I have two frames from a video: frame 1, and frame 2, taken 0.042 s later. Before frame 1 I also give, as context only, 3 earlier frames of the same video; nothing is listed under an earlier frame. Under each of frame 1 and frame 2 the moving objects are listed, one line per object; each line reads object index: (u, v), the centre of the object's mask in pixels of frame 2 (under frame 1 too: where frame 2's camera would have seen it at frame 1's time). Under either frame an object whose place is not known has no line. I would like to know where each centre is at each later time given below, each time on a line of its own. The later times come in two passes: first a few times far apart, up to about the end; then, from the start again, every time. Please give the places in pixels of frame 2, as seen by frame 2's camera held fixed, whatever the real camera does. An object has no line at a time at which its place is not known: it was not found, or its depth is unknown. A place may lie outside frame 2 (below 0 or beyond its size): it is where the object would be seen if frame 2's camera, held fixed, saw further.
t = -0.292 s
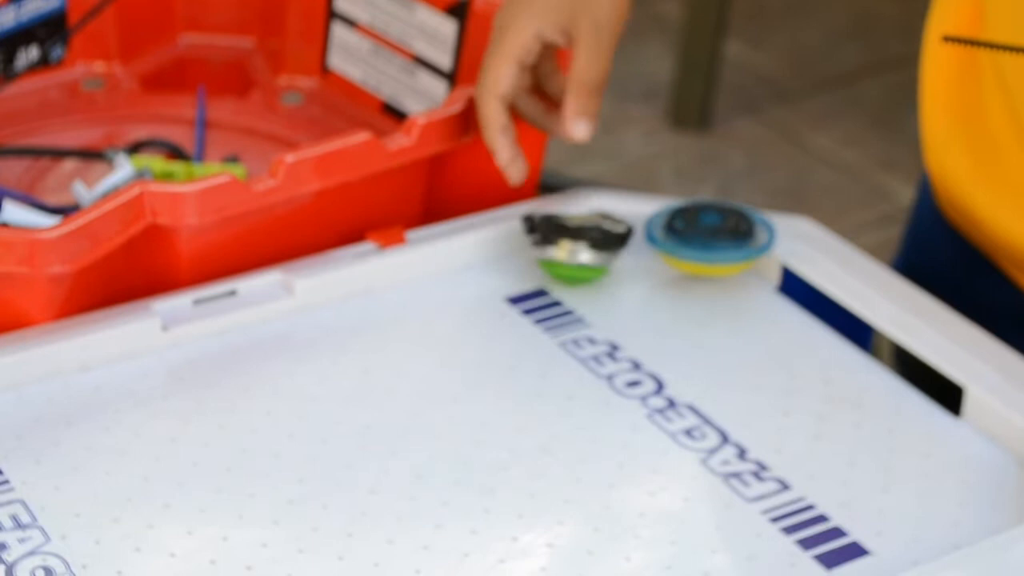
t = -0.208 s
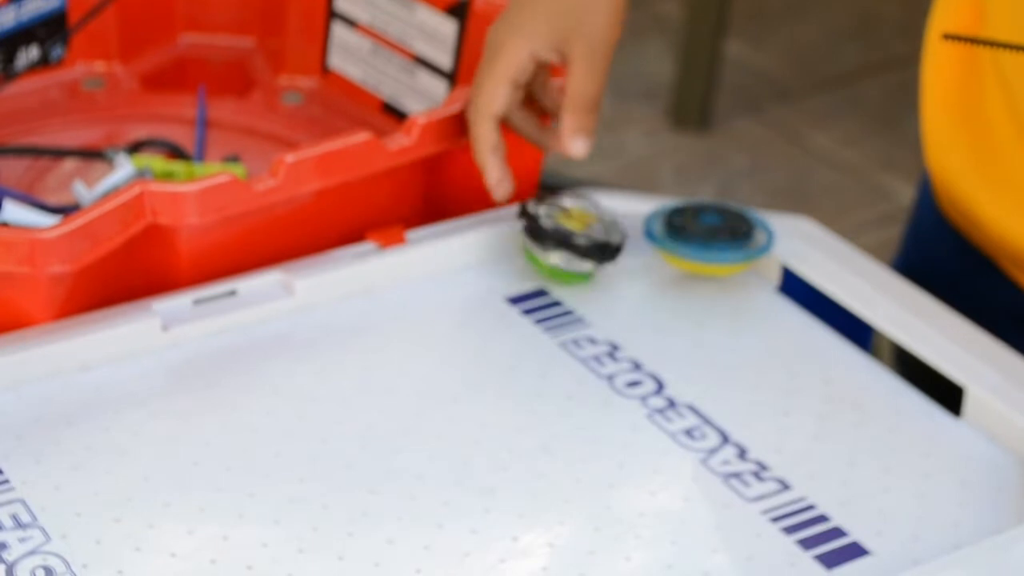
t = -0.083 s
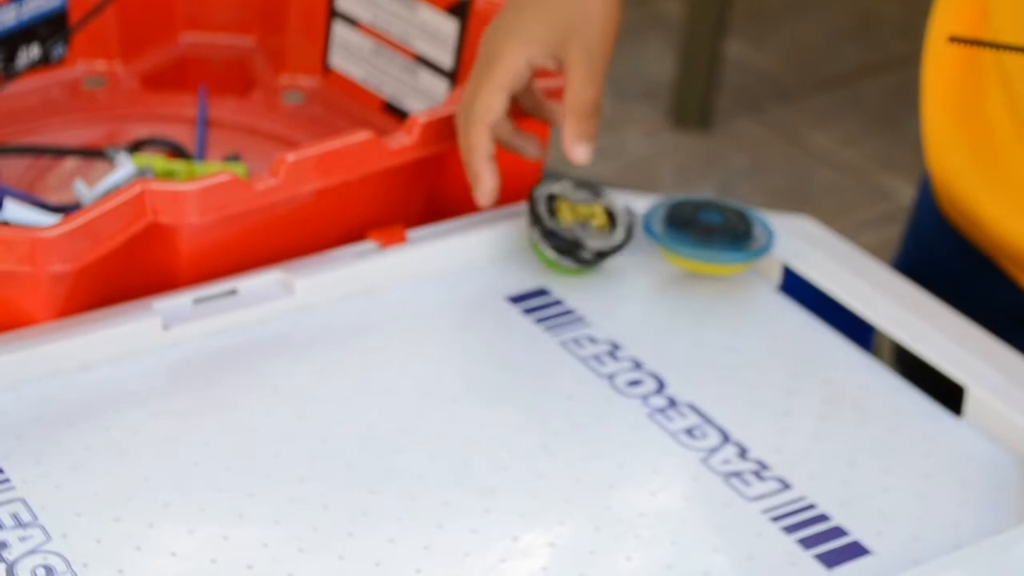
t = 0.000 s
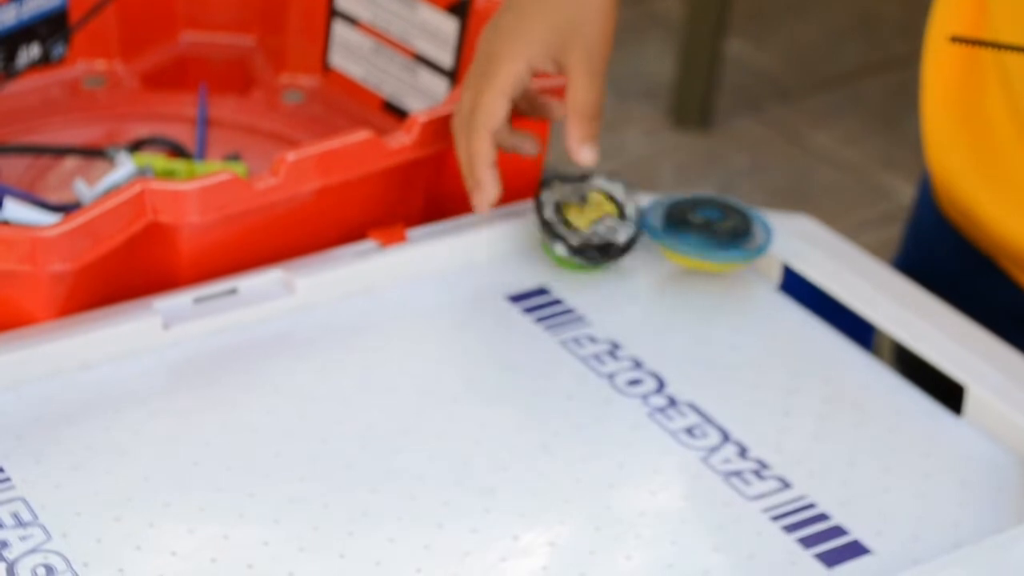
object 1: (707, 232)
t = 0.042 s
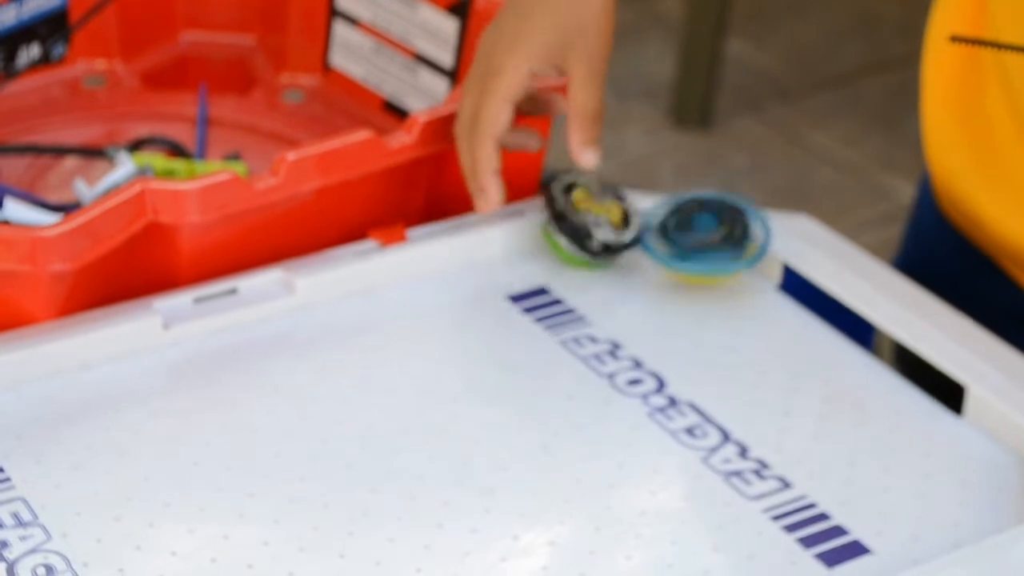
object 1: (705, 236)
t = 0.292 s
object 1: (758, 281)
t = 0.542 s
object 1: (750, 310)
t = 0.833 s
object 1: (712, 307)
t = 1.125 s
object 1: (713, 275)
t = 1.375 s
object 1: (737, 258)
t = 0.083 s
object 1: (709, 244)
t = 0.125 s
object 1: (720, 252)
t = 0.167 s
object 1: (734, 260)
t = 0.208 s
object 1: (744, 267)
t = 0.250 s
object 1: (752, 274)
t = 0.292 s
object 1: (758, 281)
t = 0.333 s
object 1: (761, 287)
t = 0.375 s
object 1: (762, 293)
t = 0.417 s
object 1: (761, 298)
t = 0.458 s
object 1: (758, 303)
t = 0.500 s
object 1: (755, 306)
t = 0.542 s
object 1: (750, 310)
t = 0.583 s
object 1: (743, 312)
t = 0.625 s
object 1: (738, 313)
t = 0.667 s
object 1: (732, 313)
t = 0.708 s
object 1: (727, 312)
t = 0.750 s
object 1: (721, 311)
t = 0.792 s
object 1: (716, 309)
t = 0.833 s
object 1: (712, 307)
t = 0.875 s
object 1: (709, 304)
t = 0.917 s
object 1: (706, 300)
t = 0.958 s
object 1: (704, 296)
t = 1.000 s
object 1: (703, 291)
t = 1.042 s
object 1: (705, 285)
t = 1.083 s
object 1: (709, 280)
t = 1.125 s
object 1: (713, 275)
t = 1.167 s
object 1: (719, 270)
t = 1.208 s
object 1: (727, 266)
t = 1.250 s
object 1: (735, 262)
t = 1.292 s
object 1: (747, 258)
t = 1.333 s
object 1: (749, 257)
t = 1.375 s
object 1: (737, 258)
